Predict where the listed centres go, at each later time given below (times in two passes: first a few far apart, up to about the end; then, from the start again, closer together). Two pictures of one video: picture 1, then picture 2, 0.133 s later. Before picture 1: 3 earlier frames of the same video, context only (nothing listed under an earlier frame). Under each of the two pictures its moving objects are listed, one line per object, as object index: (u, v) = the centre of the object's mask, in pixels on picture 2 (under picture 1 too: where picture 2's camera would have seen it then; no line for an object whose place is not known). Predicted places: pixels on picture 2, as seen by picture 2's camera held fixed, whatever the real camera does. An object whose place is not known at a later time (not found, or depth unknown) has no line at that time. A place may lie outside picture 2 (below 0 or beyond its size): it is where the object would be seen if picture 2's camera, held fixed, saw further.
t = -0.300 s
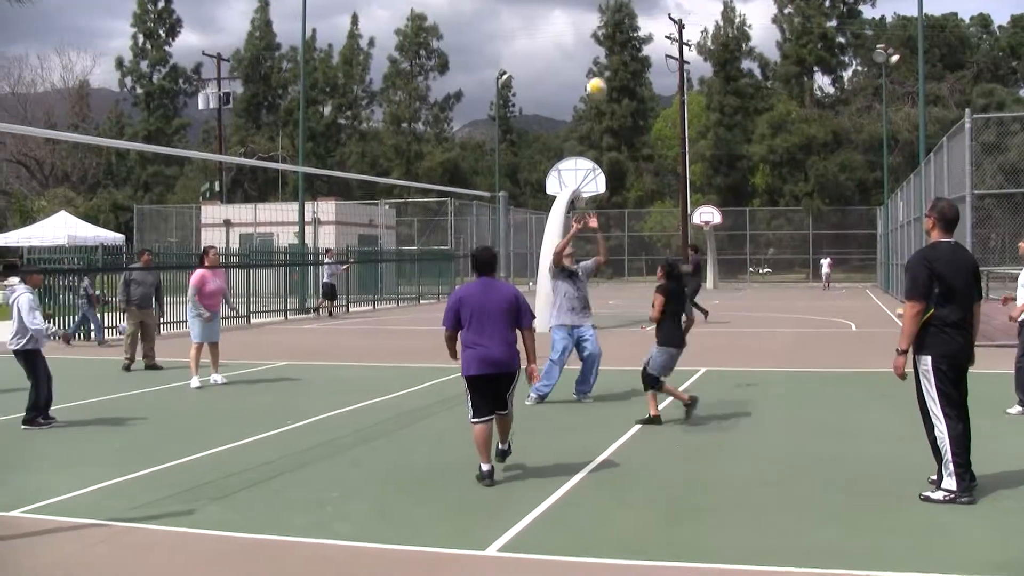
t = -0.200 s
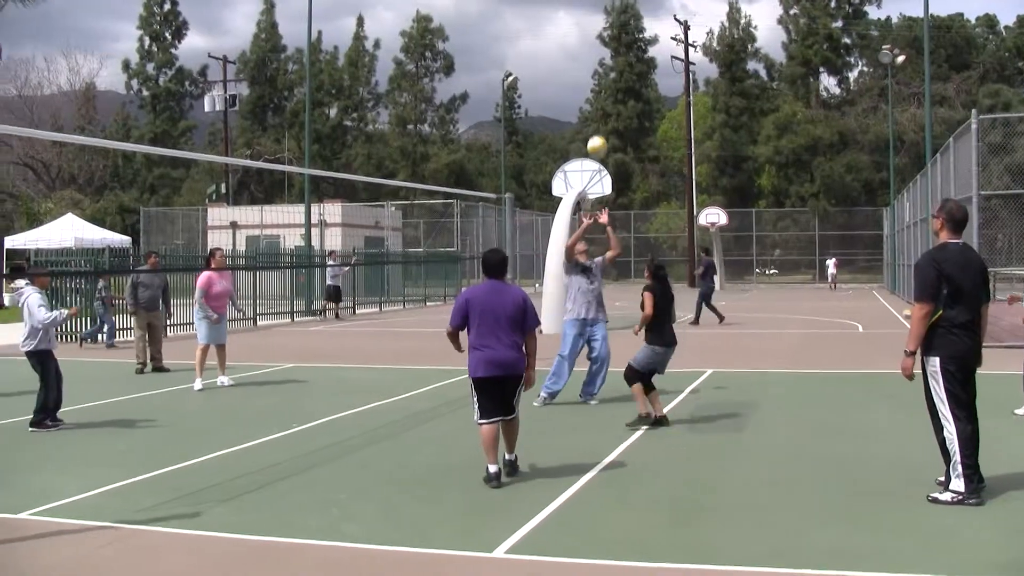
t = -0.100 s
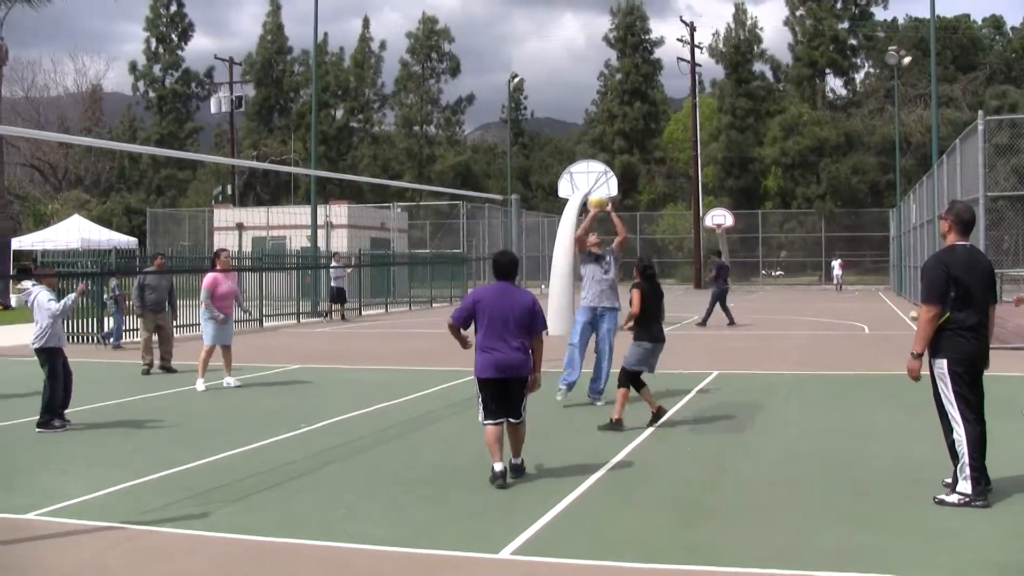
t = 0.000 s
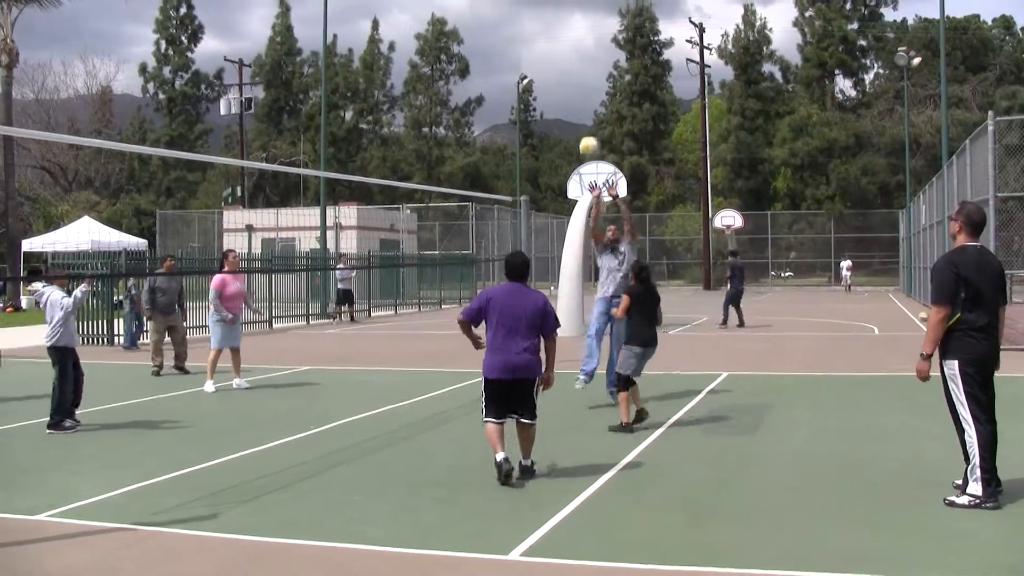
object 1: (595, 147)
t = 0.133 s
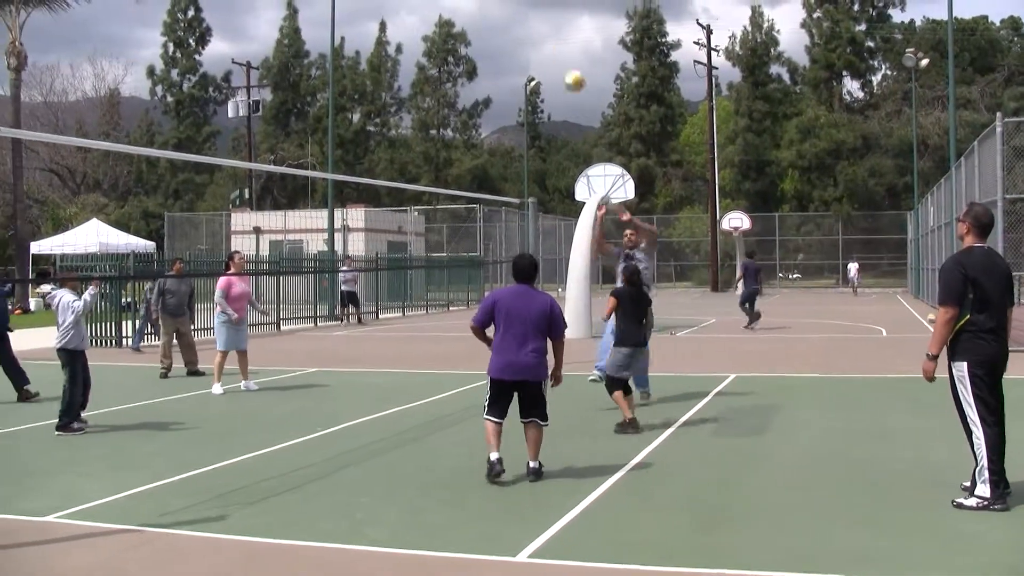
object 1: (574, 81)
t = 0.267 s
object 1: (554, 28)
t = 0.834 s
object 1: (487, -11)
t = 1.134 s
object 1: (470, 102)
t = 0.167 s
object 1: (569, 67)
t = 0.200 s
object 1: (564, 53)
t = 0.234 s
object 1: (560, 39)
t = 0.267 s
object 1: (554, 28)
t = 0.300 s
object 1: (549, 17)
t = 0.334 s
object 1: (544, 12)
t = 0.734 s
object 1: (496, -21)
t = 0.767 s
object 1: (493, -20)
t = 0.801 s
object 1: (489, -16)
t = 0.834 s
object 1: (487, -11)
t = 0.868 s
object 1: (484, -3)
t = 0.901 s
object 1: (482, 7)
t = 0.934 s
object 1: (480, 17)
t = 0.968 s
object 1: (478, 28)
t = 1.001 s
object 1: (476, 40)
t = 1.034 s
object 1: (475, 53)
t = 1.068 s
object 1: (472, 68)
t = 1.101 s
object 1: (471, 84)
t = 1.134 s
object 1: (470, 102)
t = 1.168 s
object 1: (468, 120)
